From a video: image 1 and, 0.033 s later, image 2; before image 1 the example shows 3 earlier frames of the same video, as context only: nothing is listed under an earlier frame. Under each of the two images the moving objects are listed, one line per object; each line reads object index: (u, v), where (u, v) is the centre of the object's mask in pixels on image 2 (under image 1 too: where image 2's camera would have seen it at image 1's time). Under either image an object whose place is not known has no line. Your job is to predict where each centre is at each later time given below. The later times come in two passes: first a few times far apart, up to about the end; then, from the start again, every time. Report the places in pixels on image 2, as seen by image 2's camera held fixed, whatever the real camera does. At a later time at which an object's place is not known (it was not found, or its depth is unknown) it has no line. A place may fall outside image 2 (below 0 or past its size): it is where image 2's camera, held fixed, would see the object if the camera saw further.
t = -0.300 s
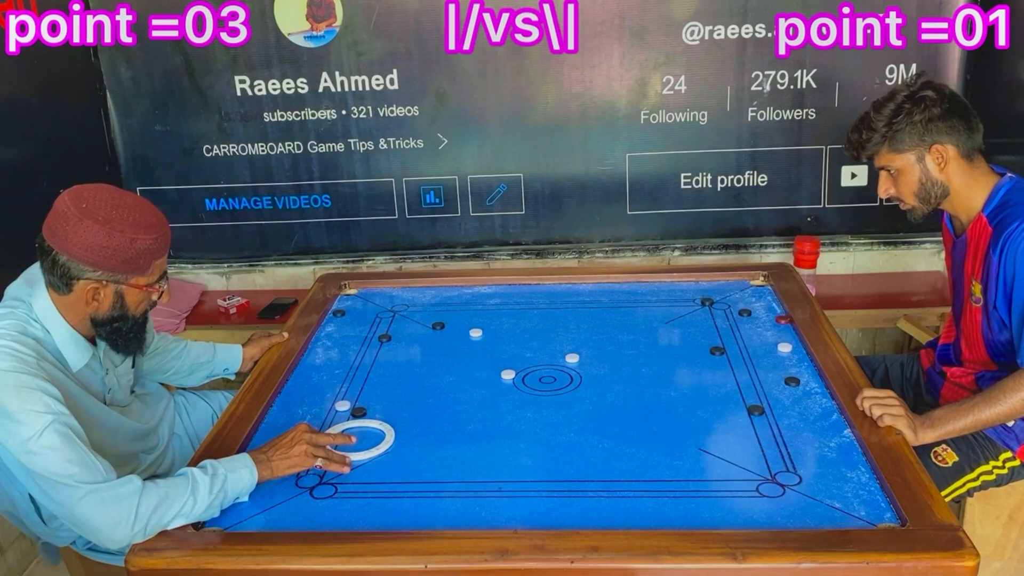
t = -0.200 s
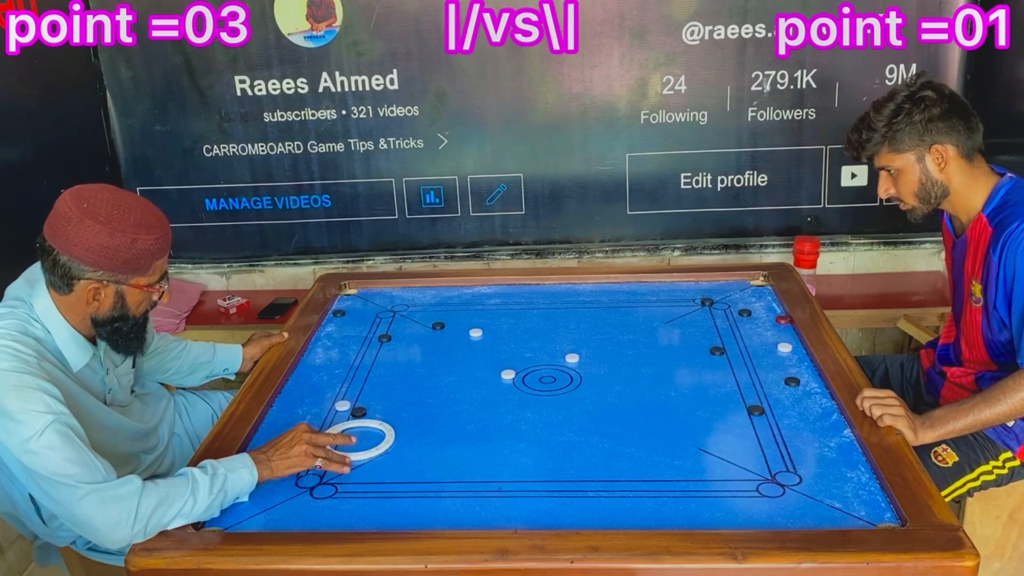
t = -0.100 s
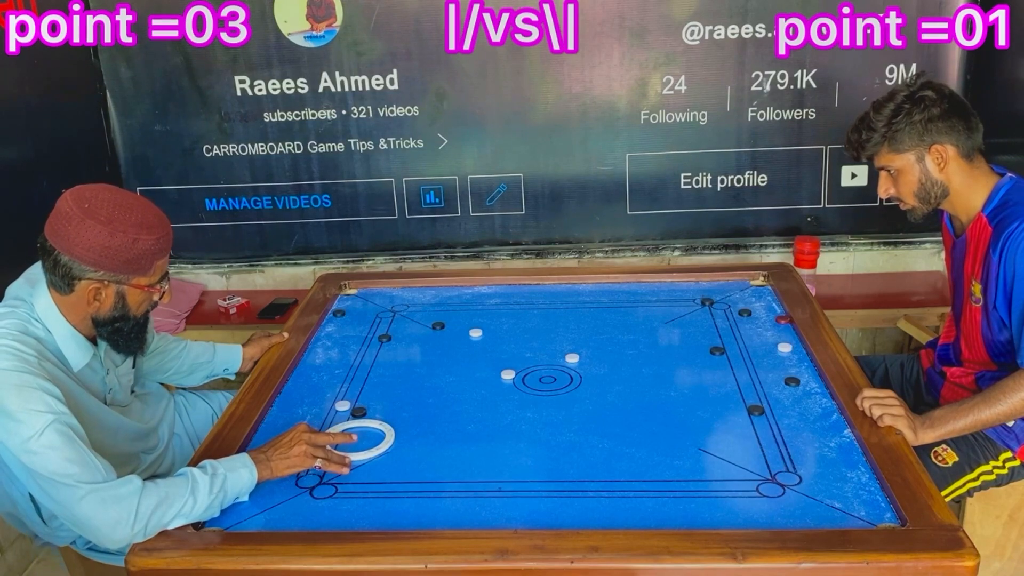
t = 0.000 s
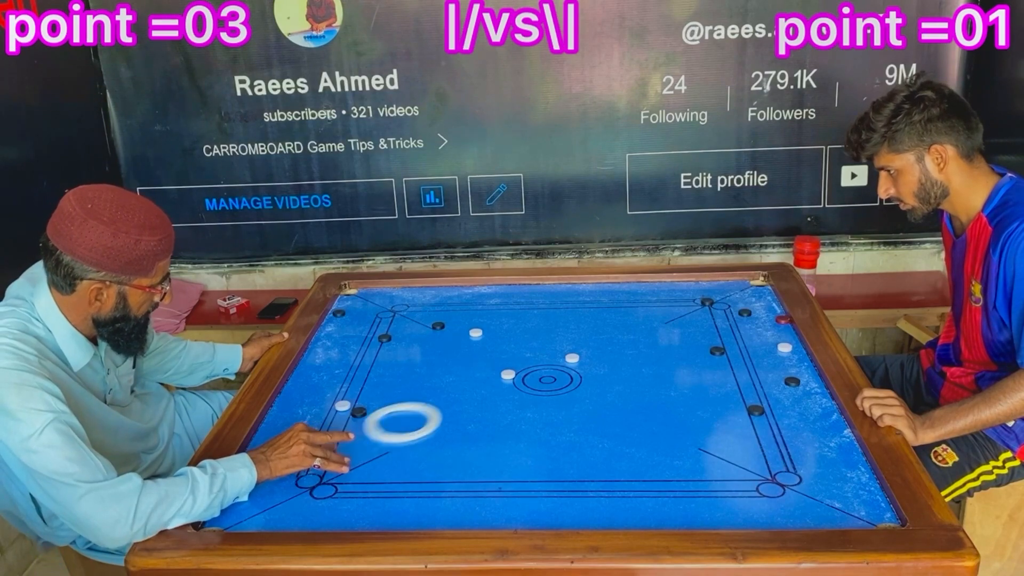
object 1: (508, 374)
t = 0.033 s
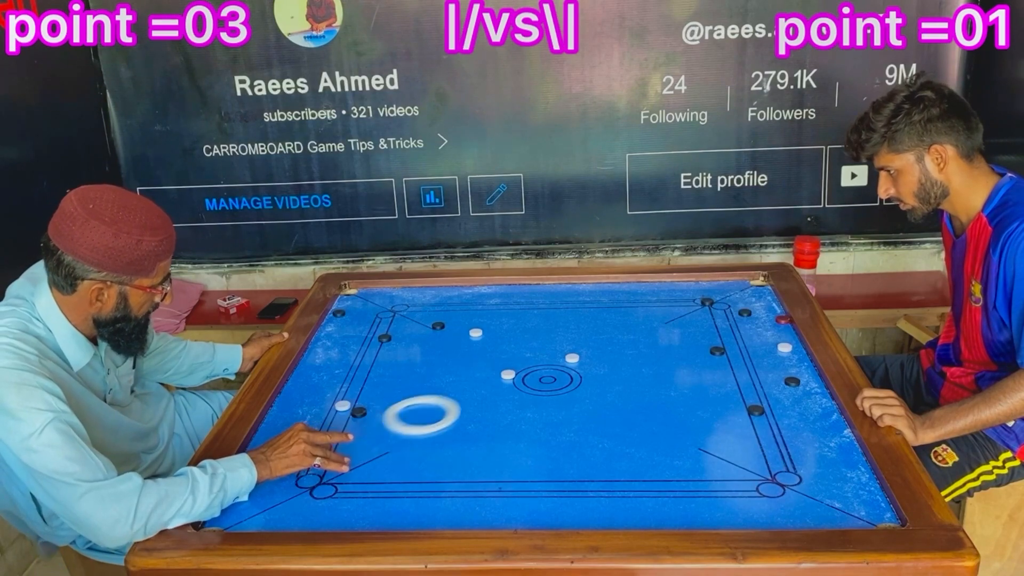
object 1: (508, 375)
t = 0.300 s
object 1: (569, 348)
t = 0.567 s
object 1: (641, 299)
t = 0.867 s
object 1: (708, 292)
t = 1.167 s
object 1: (709, 284)
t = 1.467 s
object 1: (649, 285)
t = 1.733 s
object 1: (605, 291)
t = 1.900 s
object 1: (580, 293)
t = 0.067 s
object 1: (508, 375)
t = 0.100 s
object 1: (508, 374)
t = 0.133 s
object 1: (508, 373)
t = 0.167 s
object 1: (517, 368)
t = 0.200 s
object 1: (528, 362)
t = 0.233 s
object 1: (539, 356)
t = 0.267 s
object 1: (551, 349)
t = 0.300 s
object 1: (569, 348)
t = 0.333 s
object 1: (579, 341)
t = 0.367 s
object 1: (590, 337)
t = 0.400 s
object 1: (594, 326)
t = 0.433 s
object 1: (604, 320)
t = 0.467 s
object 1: (614, 315)
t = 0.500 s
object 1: (623, 310)
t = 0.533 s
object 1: (632, 305)
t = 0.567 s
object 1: (641, 299)
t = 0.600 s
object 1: (650, 295)
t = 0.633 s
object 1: (658, 290)
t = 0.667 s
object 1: (667, 286)
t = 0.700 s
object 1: (674, 283)
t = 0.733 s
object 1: (682, 287)
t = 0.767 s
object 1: (690, 290)
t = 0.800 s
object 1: (697, 293)
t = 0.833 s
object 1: (707, 297)
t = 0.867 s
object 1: (708, 292)
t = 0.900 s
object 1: (710, 291)
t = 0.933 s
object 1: (712, 288)
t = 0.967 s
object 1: (715, 286)
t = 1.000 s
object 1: (717, 284)
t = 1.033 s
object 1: (719, 282)
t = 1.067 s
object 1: (723, 284)
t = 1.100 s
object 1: (725, 285)
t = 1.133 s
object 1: (717, 283)
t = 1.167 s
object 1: (709, 284)
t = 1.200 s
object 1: (701, 283)
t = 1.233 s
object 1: (693, 282)
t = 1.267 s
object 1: (686, 282)
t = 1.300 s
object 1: (679, 282)
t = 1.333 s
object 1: (672, 282)
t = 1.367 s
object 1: (666, 283)
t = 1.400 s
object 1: (660, 284)
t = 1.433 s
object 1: (654, 284)
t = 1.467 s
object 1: (649, 285)
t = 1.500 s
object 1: (642, 286)
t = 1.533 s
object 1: (637, 286)
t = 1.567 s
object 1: (631, 287)
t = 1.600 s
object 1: (626, 288)
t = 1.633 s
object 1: (621, 288)
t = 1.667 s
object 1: (615, 289)
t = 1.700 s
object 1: (610, 290)
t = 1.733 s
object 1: (605, 291)
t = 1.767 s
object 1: (600, 291)
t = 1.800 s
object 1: (595, 292)
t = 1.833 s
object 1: (590, 292)
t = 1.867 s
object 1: (585, 293)
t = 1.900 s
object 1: (580, 293)
